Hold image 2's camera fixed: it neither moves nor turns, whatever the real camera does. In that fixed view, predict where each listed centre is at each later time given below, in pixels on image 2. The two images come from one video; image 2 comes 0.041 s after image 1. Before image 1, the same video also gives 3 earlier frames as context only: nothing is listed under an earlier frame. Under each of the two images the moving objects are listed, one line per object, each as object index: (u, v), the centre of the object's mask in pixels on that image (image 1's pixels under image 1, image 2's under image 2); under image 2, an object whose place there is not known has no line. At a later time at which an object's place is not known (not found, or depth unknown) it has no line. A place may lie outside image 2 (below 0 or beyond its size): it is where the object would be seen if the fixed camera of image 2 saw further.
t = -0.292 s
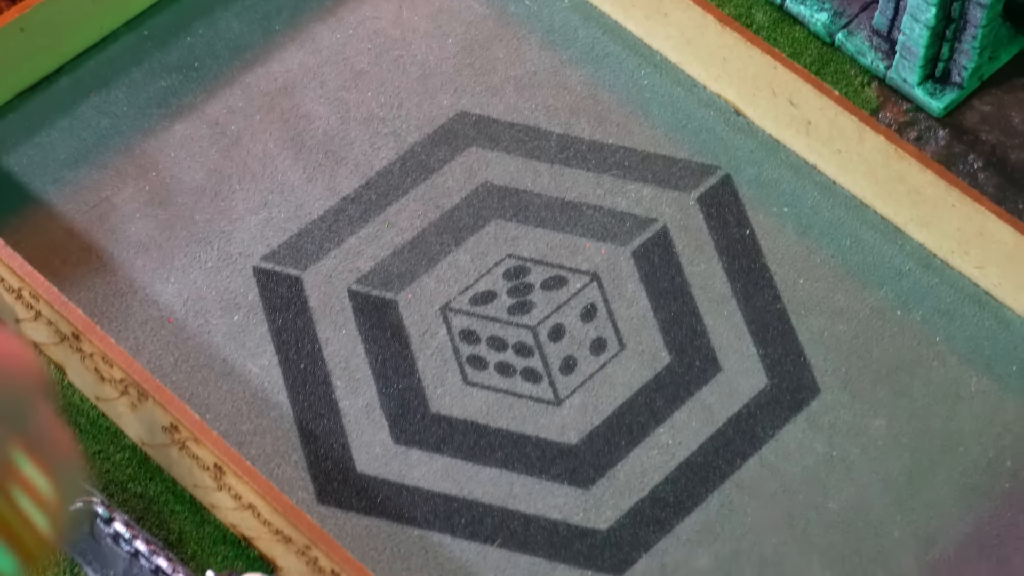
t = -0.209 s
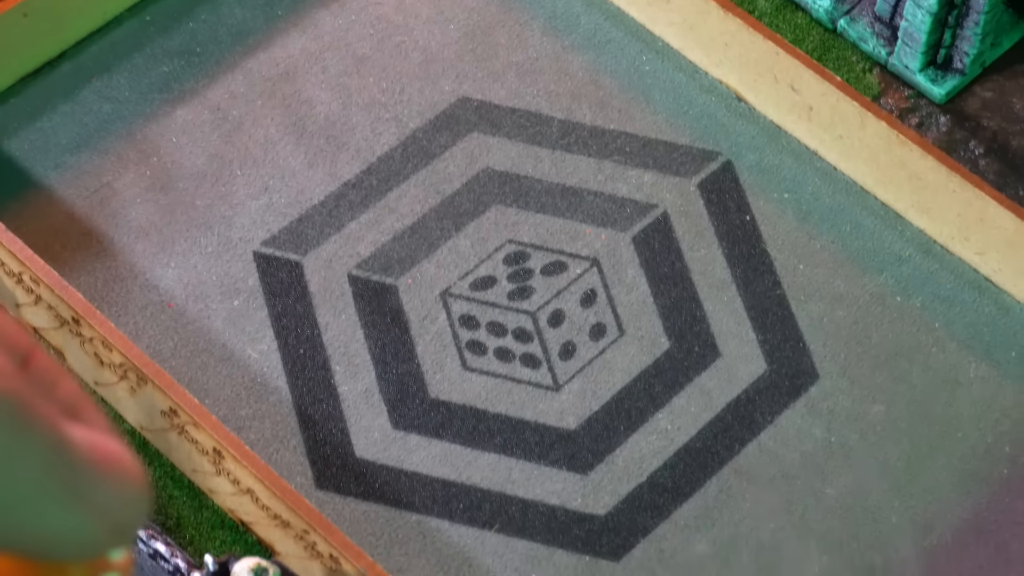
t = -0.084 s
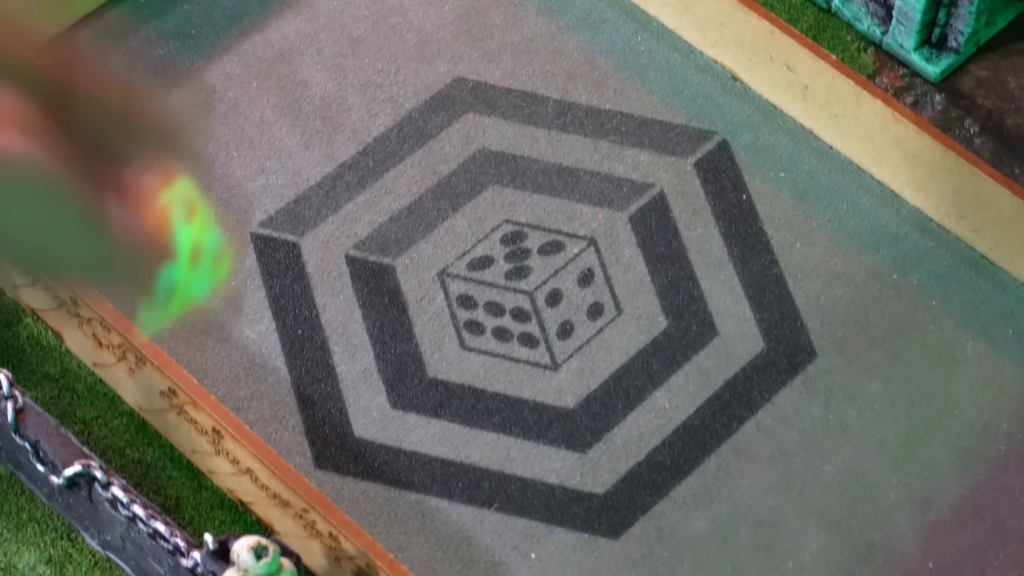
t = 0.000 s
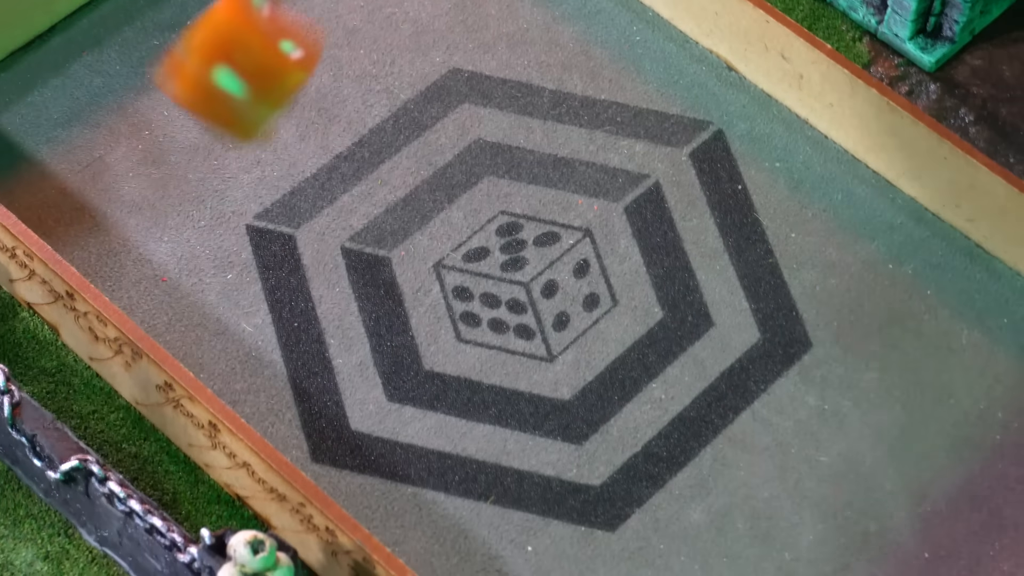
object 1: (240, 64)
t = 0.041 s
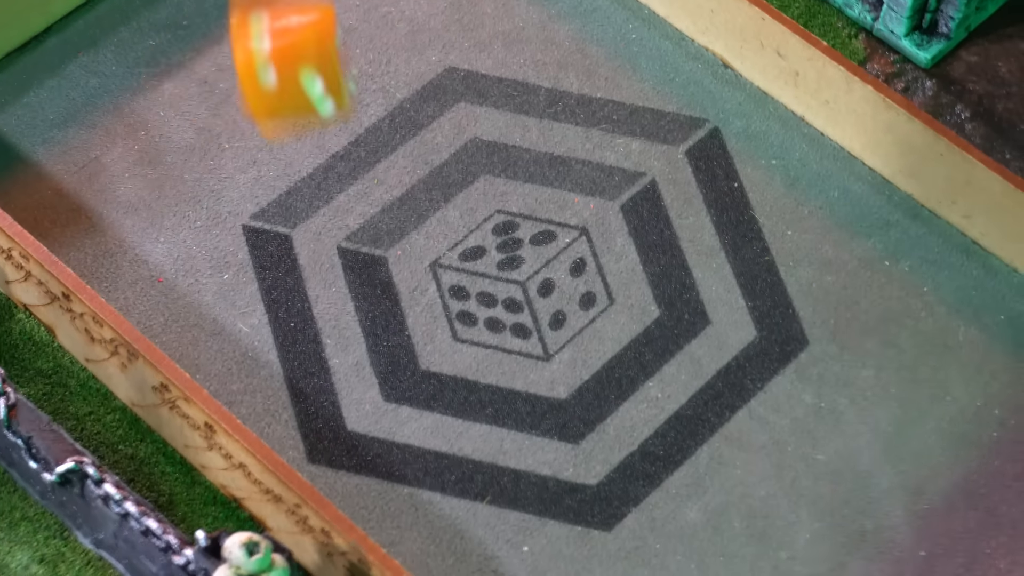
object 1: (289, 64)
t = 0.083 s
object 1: (380, 226)
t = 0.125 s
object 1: (347, 219)
